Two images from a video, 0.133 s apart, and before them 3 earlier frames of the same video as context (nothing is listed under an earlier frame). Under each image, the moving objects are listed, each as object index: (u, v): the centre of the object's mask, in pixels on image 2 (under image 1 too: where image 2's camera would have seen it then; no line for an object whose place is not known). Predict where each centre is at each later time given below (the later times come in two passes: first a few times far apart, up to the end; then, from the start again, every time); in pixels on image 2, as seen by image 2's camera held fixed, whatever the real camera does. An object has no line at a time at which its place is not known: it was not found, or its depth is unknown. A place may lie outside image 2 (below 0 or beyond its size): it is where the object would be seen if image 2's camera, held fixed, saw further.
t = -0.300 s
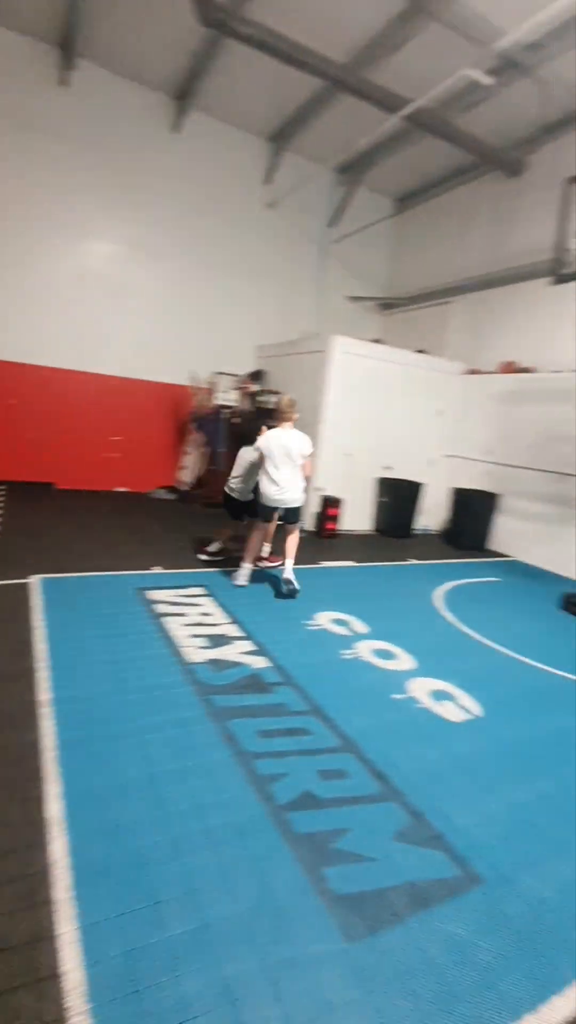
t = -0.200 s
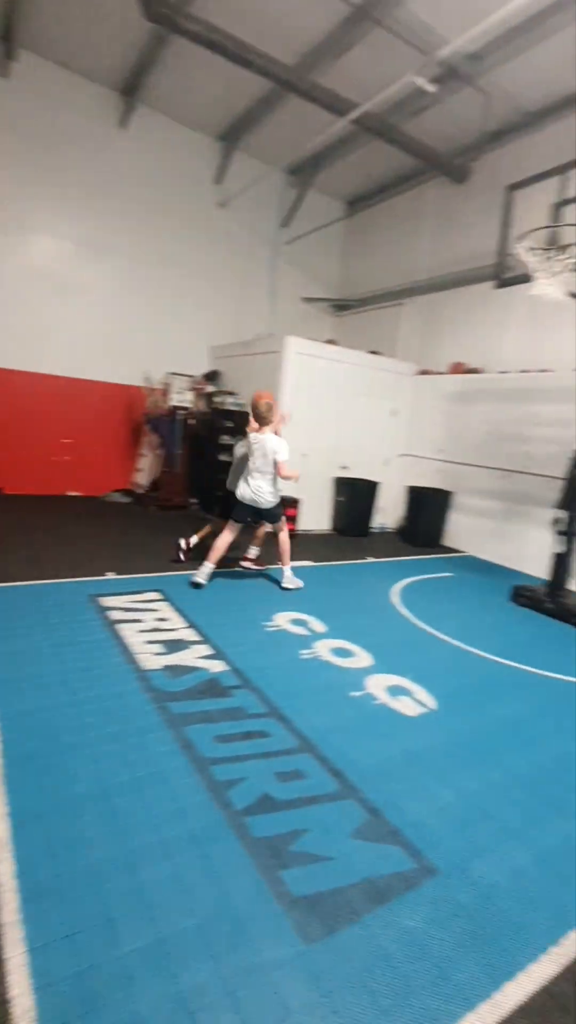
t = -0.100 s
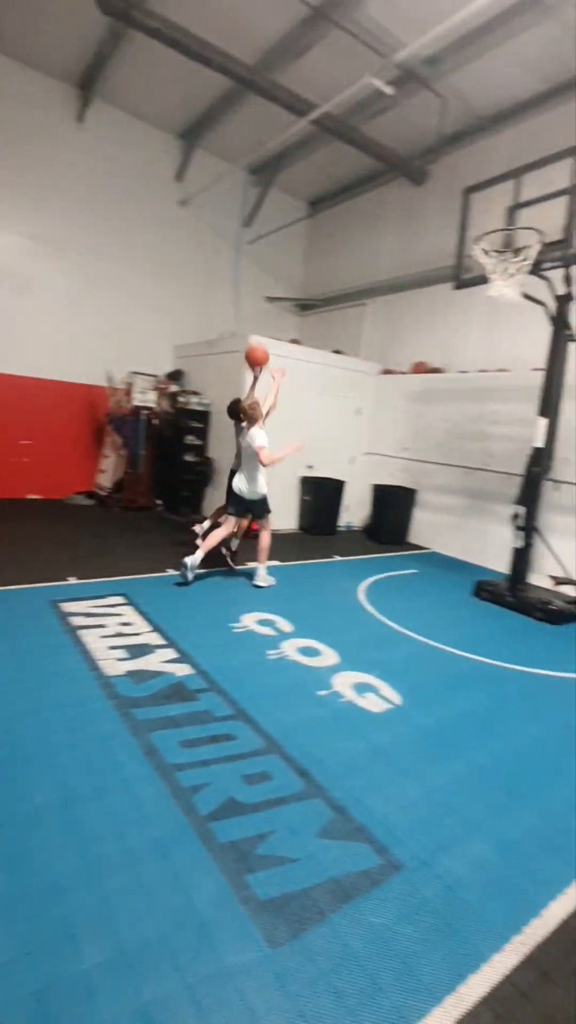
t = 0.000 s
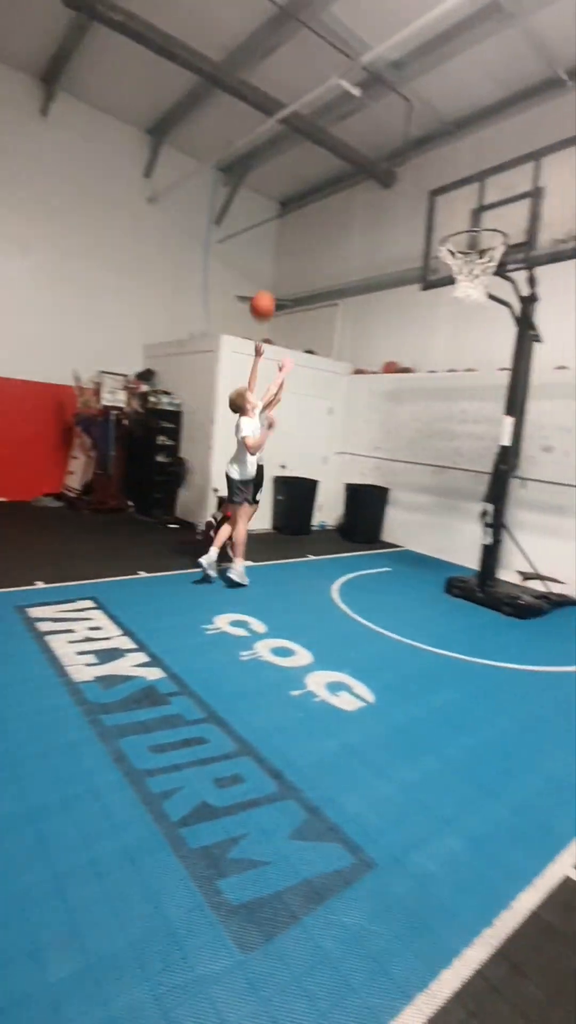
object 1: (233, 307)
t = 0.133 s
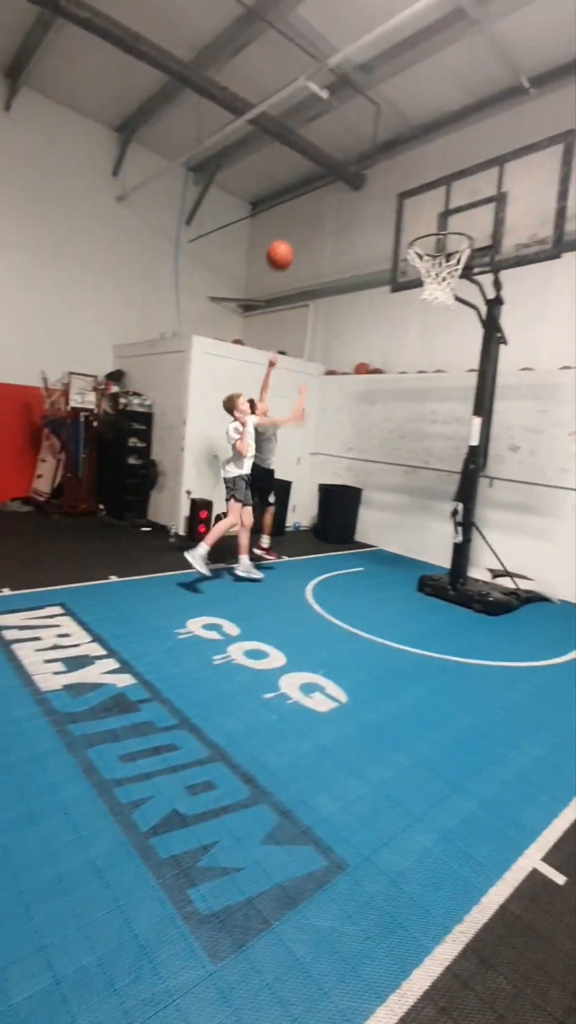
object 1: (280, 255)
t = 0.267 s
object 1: (326, 223)
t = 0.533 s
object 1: (412, 221)
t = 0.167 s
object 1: (292, 245)
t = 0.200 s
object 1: (303, 237)
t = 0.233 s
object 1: (315, 229)
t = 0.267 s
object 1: (326, 223)
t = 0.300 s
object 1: (337, 219)
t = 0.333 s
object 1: (348, 215)
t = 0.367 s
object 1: (359, 212)
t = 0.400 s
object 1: (370, 211)
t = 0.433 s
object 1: (381, 211)
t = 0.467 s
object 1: (391, 213)
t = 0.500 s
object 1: (402, 216)
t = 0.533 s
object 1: (412, 221)
